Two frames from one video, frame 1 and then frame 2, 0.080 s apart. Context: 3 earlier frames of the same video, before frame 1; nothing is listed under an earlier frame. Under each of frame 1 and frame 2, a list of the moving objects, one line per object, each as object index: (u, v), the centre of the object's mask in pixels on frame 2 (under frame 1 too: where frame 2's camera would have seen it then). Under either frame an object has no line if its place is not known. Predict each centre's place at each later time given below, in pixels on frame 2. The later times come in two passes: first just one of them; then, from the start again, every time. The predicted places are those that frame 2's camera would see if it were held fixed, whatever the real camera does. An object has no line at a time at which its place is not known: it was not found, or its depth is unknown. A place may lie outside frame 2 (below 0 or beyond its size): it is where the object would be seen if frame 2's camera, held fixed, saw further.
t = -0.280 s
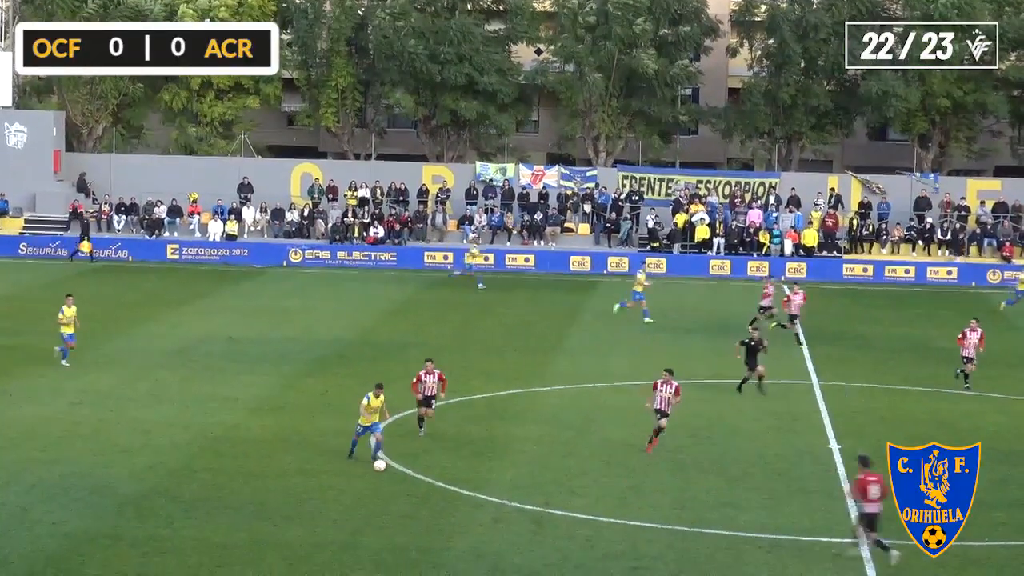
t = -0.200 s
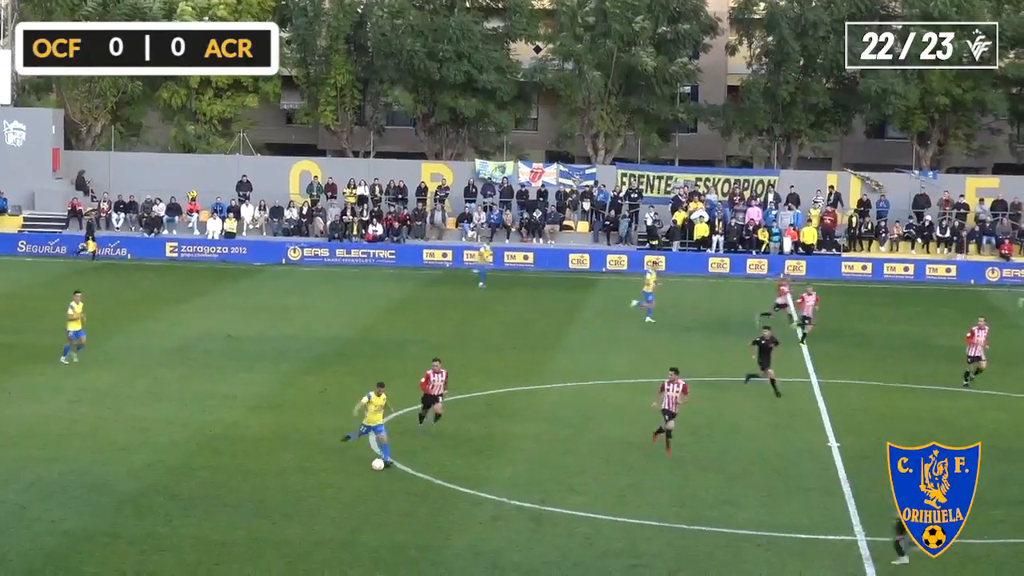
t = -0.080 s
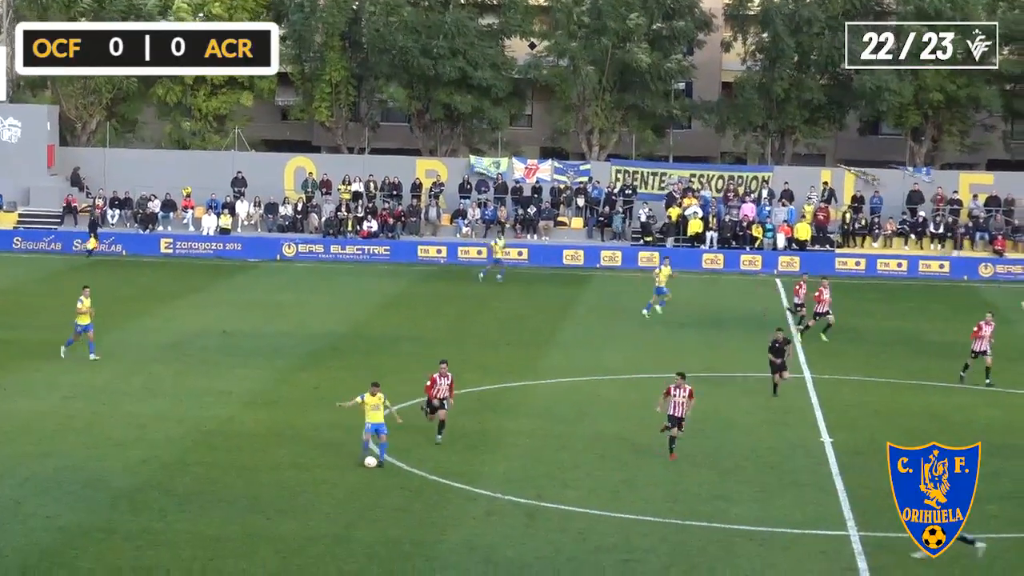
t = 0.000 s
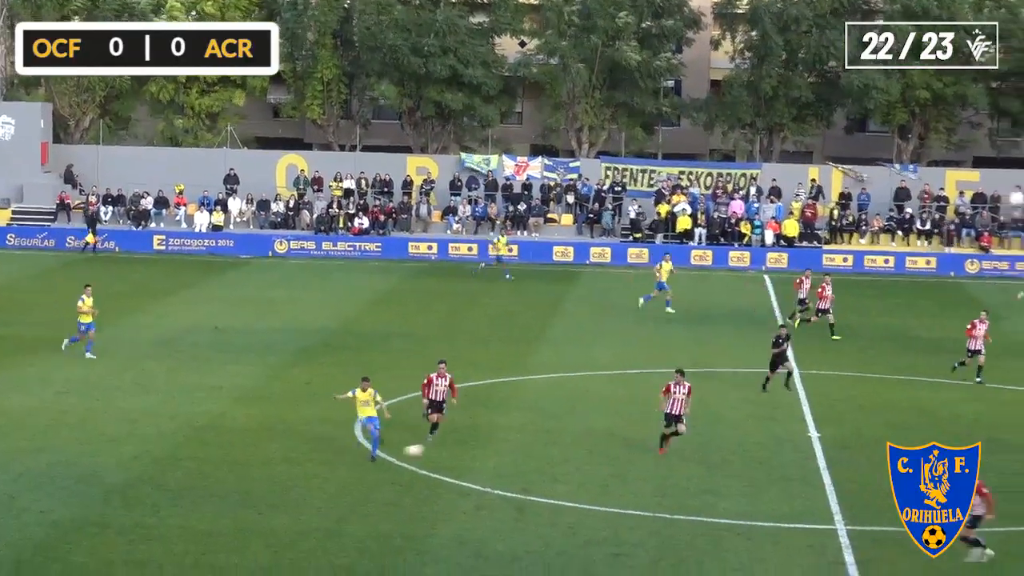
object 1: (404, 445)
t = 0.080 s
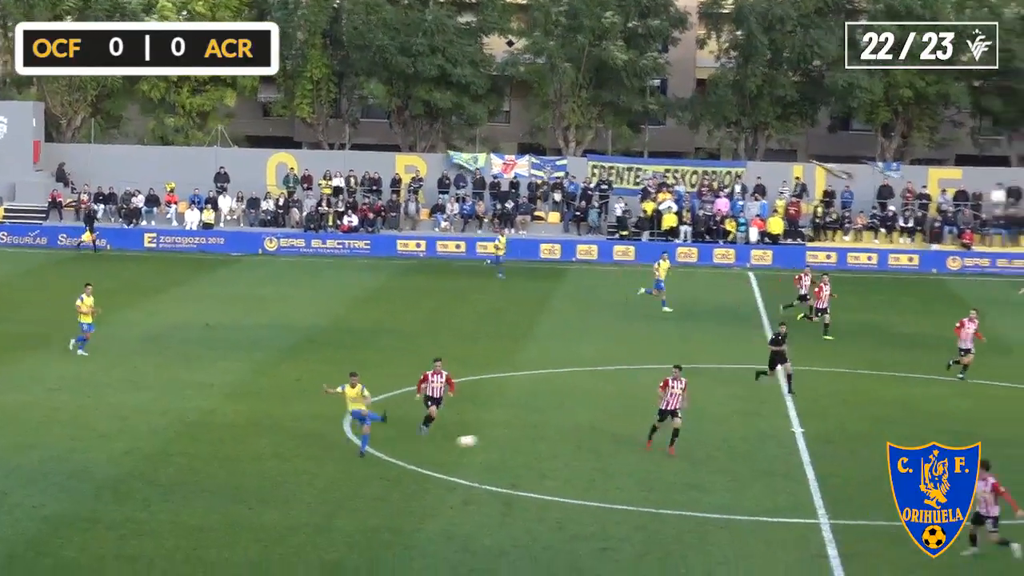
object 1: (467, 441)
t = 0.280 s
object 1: (647, 446)
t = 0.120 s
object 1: (500, 440)
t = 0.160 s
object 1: (535, 440)
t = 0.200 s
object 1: (571, 440)
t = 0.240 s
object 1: (608, 442)
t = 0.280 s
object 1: (647, 446)
